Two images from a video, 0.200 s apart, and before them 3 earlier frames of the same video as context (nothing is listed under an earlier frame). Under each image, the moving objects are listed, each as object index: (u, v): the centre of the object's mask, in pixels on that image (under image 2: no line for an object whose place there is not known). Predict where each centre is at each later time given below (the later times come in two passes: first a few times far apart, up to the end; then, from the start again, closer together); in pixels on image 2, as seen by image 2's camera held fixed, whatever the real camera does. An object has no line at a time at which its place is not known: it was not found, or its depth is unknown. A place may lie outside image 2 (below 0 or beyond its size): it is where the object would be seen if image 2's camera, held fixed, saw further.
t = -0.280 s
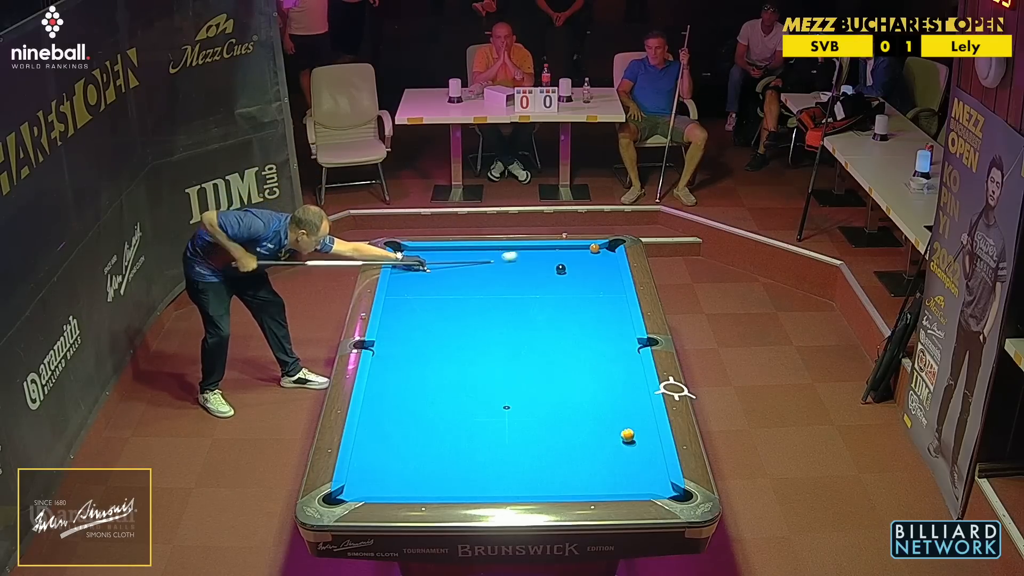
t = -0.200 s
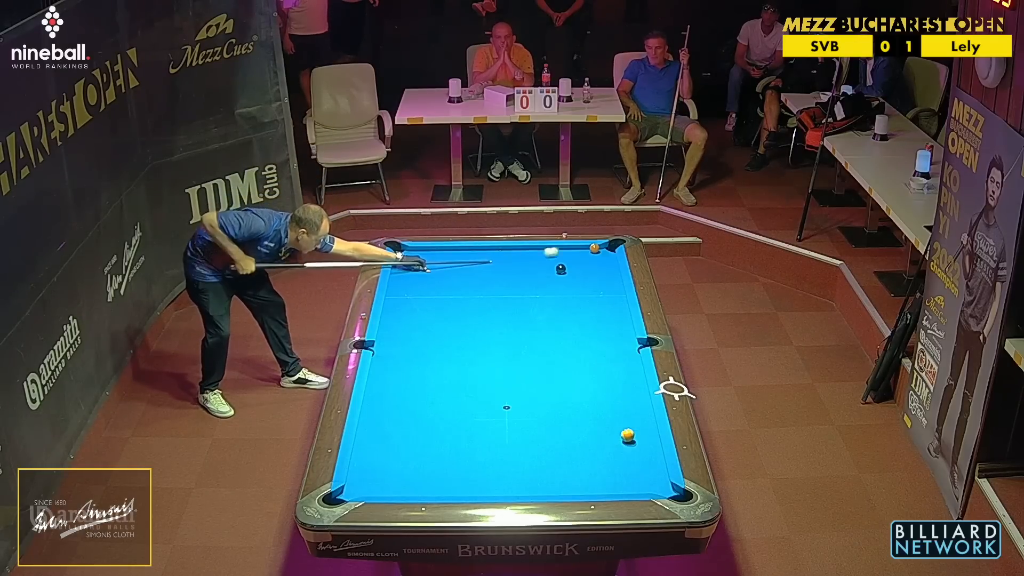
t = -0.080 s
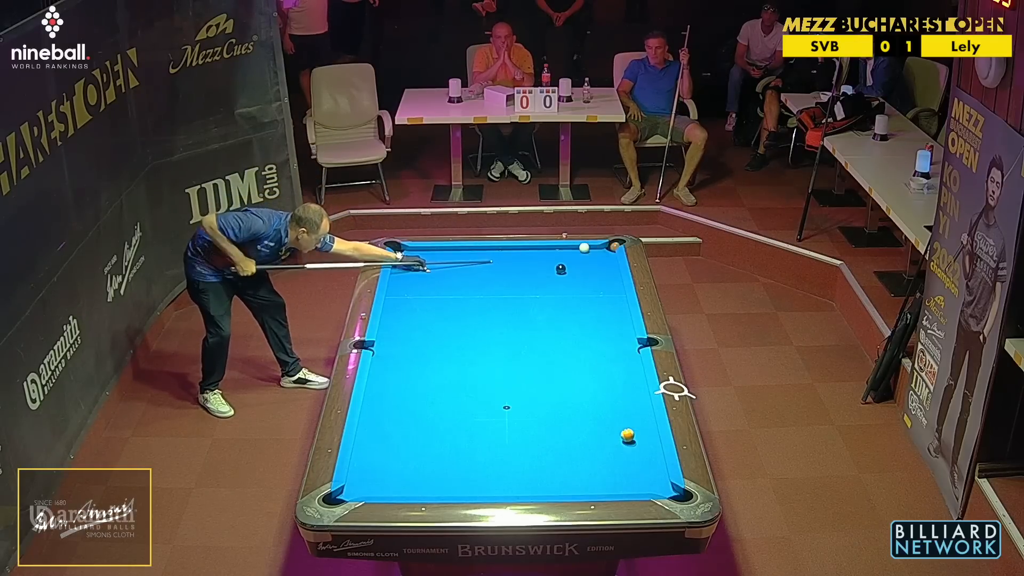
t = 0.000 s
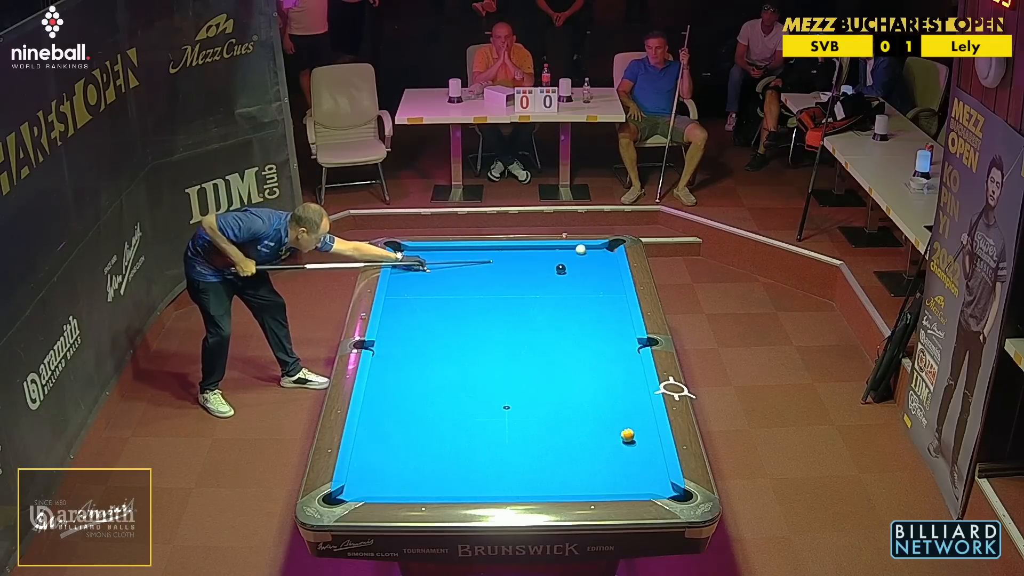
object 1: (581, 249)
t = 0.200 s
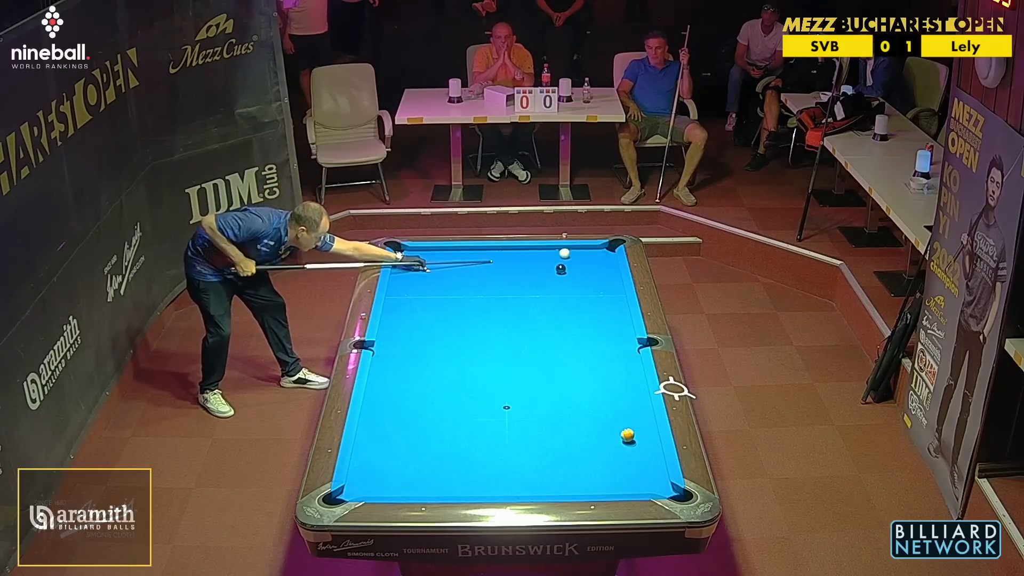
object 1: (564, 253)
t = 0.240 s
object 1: (561, 254)
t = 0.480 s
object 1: (539, 258)
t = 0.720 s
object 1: (519, 262)
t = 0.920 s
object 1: (501, 266)
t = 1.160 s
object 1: (481, 270)
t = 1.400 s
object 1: (462, 275)
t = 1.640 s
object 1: (442, 279)
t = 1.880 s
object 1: (424, 284)
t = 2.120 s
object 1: (406, 288)
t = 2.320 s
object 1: (392, 291)
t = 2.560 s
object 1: (399, 294)
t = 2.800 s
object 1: (407, 298)
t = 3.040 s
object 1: (414, 301)
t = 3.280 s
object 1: (421, 304)
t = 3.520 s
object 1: (427, 306)
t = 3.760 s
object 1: (433, 308)
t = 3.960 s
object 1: (438, 310)
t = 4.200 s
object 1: (443, 312)
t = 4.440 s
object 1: (447, 314)
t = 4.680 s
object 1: (451, 315)
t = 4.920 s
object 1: (454, 316)
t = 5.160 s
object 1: (456, 317)
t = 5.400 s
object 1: (458, 318)
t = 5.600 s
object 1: (459, 319)
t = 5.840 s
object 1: (460, 319)
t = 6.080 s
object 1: (460, 319)
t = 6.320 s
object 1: (460, 319)
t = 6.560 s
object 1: (460, 319)
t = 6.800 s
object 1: (460, 319)
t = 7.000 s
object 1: (460, 319)
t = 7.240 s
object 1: (460, 319)
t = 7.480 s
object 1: (460, 319)
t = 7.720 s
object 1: (460, 319)
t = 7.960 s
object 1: (460, 319)
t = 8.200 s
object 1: (460, 319)
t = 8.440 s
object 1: (460, 319)
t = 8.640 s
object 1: (460, 319)
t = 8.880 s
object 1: (460, 319)
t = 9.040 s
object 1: (460, 319)
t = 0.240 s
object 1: (561, 254)
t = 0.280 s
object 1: (557, 255)
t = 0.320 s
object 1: (554, 255)
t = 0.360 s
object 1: (550, 256)
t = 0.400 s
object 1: (547, 257)
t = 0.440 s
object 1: (543, 257)
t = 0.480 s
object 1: (539, 258)
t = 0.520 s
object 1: (536, 259)
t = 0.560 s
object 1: (532, 259)
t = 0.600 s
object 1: (529, 260)
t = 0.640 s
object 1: (525, 261)
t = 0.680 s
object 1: (522, 262)
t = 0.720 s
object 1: (519, 262)
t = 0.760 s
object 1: (515, 263)
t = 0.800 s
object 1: (512, 264)
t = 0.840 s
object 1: (508, 265)
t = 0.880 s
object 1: (505, 265)
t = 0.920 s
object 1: (501, 266)
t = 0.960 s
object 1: (498, 267)
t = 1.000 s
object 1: (495, 267)
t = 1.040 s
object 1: (491, 268)
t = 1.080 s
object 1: (488, 269)
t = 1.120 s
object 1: (485, 270)
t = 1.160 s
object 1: (481, 270)
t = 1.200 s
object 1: (478, 271)
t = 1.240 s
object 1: (475, 272)
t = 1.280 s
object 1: (471, 273)
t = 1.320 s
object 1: (468, 274)
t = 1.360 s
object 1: (465, 274)
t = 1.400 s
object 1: (462, 275)
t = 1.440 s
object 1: (458, 276)
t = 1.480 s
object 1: (455, 276)
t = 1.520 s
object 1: (452, 277)
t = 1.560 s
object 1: (449, 278)
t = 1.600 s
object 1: (446, 279)
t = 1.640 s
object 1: (442, 279)
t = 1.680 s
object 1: (439, 280)
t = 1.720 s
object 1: (436, 281)
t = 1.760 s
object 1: (433, 282)
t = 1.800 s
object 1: (430, 282)
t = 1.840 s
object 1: (427, 283)
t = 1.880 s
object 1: (424, 284)
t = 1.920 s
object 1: (421, 284)
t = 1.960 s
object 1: (418, 285)
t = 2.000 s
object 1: (415, 286)
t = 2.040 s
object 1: (412, 287)
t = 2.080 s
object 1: (409, 287)
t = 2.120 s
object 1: (406, 288)
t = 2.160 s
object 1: (403, 288)
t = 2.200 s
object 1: (400, 289)
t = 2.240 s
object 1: (398, 290)
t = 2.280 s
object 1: (395, 290)
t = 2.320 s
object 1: (392, 291)
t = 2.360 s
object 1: (392, 292)
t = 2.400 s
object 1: (394, 292)
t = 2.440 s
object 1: (395, 293)
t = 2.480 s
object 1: (396, 293)
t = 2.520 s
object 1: (398, 294)
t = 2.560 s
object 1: (399, 294)
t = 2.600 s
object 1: (400, 295)
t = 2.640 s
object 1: (401, 296)
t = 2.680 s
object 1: (403, 296)
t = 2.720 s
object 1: (404, 297)
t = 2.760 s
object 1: (405, 297)
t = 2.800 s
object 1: (407, 298)
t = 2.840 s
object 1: (408, 298)
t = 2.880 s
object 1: (409, 299)
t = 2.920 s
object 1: (410, 299)
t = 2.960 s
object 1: (412, 300)
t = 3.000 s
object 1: (413, 300)
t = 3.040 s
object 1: (414, 301)
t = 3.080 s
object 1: (415, 301)
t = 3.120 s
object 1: (416, 302)
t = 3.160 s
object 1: (417, 302)
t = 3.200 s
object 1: (419, 303)
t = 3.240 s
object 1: (420, 303)
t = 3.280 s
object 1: (421, 304)
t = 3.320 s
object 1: (422, 304)
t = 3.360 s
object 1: (423, 304)
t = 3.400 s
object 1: (424, 305)
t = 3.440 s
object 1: (425, 305)
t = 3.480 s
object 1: (426, 306)
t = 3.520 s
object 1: (427, 306)
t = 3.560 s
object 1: (428, 306)
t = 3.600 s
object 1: (429, 307)
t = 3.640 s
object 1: (430, 307)
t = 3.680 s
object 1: (432, 307)
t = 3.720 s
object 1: (432, 308)
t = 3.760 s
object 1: (433, 308)
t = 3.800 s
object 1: (434, 308)
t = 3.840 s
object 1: (435, 309)
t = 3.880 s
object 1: (436, 309)
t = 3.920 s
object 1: (437, 309)
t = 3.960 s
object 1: (438, 310)
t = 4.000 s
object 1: (439, 310)
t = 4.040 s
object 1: (440, 311)
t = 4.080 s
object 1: (440, 311)
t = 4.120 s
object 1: (441, 311)
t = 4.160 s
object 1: (442, 312)
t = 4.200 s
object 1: (443, 312)
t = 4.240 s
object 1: (443, 312)
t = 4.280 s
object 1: (444, 312)
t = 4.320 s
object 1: (445, 313)
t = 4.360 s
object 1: (446, 313)
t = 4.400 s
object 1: (446, 313)
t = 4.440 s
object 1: (447, 314)
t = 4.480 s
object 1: (448, 314)
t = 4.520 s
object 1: (448, 314)
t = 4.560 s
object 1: (449, 314)
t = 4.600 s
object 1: (450, 315)
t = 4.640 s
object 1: (450, 315)
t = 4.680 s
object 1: (451, 315)
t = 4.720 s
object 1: (451, 315)
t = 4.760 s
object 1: (452, 315)
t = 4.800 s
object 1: (452, 316)
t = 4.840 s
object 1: (453, 316)
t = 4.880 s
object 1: (454, 316)
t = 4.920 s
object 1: (454, 316)
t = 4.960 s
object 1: (454, 316)
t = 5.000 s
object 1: (455, 317)
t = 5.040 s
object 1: (455, 317)
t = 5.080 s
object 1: (456, 317)
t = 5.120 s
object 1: (456, 317)
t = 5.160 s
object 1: (456, 317)
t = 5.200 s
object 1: (457, 318)
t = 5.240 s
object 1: (457, 318)
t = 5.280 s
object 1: (458, 318)
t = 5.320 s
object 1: (458, 318)
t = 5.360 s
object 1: (458, 318)
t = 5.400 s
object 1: (458, 318)
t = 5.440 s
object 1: (459, 318)
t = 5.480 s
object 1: (459, 318)
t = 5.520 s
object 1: (459, 318)
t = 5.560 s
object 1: (459, 318)
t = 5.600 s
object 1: (459, 319)
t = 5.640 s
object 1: (459, 319)
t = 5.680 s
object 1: (460, 319)
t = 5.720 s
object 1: (460, 319)
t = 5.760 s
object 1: (460, 319)
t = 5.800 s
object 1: (460, 319)
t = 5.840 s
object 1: (460, 319)
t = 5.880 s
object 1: (460, 319)
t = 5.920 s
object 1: (460, 319)
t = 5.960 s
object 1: (460, 319)
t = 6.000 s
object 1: (460, 319)
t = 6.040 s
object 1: (460, 319)
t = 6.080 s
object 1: (460, 319)
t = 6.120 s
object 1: (460, 319)
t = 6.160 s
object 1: (460, 319)
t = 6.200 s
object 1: (460, 319)
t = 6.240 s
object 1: (460, 319)
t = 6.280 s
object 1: (460, 319)
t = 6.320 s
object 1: (460, 319)
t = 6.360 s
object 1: (460, 319)
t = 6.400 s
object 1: (460, 319)
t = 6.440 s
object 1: (460, 319)
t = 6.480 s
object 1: (460, 319)
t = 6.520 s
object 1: (460, 319)
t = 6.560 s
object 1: (460, 319)
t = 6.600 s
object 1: (460, 319)
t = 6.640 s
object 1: (460, 319)
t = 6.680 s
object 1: (460, 319)
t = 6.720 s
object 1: (460, 319)
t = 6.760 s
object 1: (460, 319)
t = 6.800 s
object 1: (460, 319)
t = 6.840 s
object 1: (460, 319)
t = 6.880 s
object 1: (460, 319)
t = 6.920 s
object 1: (460, 319)
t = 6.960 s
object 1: (460, 319)
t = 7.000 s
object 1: (460, 319)
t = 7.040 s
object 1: (460, 319)
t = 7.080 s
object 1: (460, 319)
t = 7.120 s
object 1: (460, 319)
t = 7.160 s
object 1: (460, 319)
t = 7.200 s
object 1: (460, 319)
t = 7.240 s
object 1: (460, 319)
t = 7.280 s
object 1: (460, 319)
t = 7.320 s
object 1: (460, 319)
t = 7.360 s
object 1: (460, 319)
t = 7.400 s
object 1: (460, 319)
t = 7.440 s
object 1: (460, 319)
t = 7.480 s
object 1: (460, 319)
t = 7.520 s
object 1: (460, 319)
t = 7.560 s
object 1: (460, 319)
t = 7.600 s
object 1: (460, 319)
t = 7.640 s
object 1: (460, 319)
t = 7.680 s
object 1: (460, 319)
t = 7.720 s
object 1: (460, 319)
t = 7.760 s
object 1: (460, 319)
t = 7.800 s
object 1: (460, 319)
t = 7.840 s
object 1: (460, 319)
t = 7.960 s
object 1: (460, 319)
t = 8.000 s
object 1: (460, 319)
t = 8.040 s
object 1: (460, 319)
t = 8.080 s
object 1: (460, 319)
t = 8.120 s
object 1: (460, 319)
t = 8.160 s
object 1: (460, 319)
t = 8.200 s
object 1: (460, 319)
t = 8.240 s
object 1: (460, 319)
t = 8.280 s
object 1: (460, 319)
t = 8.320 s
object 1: (460, 319)
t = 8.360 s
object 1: (460, 319)
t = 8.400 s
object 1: (460, 319)
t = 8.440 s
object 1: (460, 319)
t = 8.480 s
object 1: (460, 319)
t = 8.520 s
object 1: (460, 319)
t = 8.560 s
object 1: (460, 319)
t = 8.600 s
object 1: (460, 319)
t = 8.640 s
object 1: (460, 319)
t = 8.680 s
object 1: (460, 319)
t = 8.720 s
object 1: (460, 319)
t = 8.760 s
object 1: (460, 319)
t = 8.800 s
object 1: (460, 319)
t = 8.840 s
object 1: (460, 319)
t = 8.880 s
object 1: (460, 319)
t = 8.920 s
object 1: (460, 319)
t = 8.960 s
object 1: (460, 319)
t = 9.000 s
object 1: (460, 319)
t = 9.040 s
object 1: (460, 319)
